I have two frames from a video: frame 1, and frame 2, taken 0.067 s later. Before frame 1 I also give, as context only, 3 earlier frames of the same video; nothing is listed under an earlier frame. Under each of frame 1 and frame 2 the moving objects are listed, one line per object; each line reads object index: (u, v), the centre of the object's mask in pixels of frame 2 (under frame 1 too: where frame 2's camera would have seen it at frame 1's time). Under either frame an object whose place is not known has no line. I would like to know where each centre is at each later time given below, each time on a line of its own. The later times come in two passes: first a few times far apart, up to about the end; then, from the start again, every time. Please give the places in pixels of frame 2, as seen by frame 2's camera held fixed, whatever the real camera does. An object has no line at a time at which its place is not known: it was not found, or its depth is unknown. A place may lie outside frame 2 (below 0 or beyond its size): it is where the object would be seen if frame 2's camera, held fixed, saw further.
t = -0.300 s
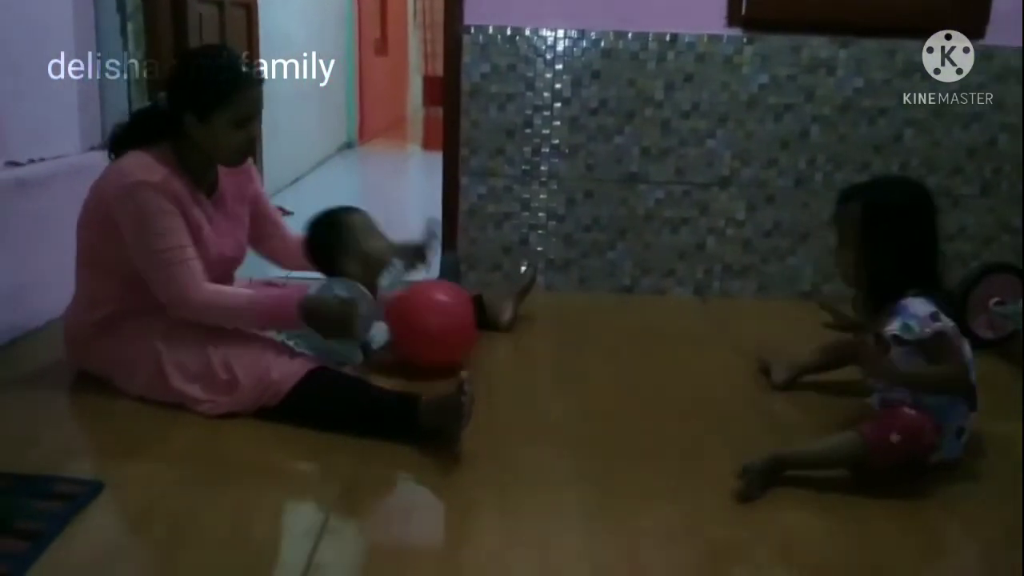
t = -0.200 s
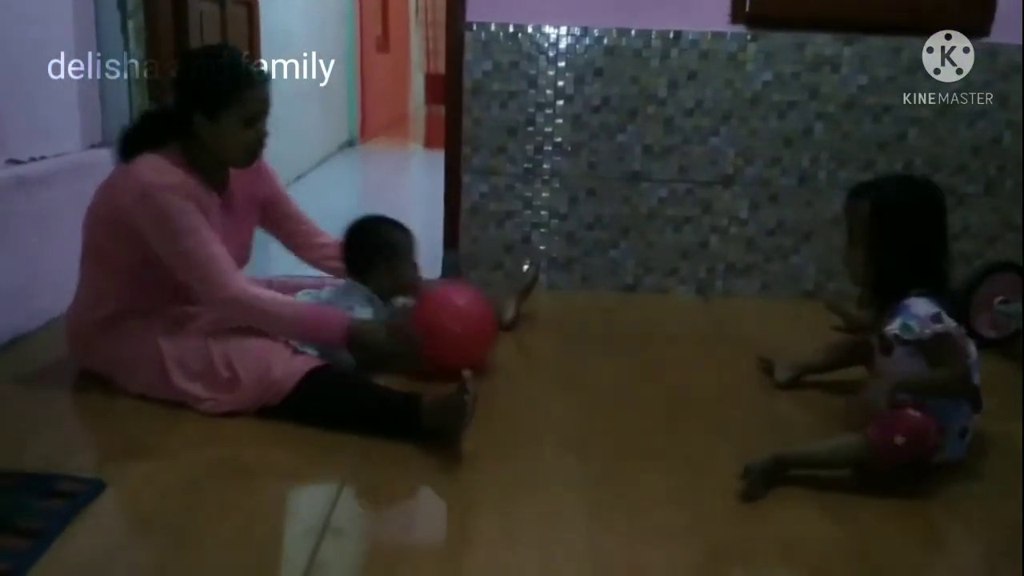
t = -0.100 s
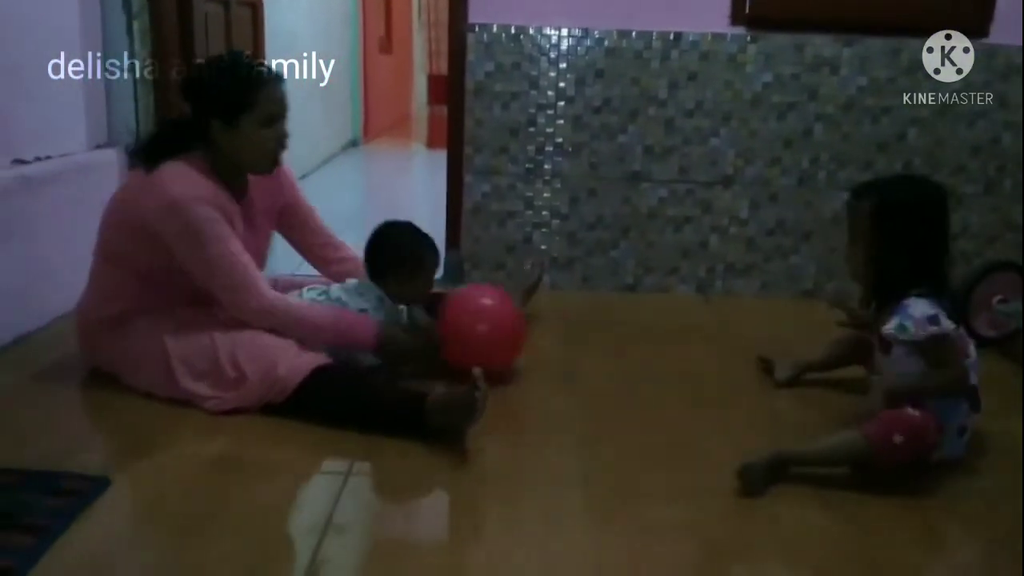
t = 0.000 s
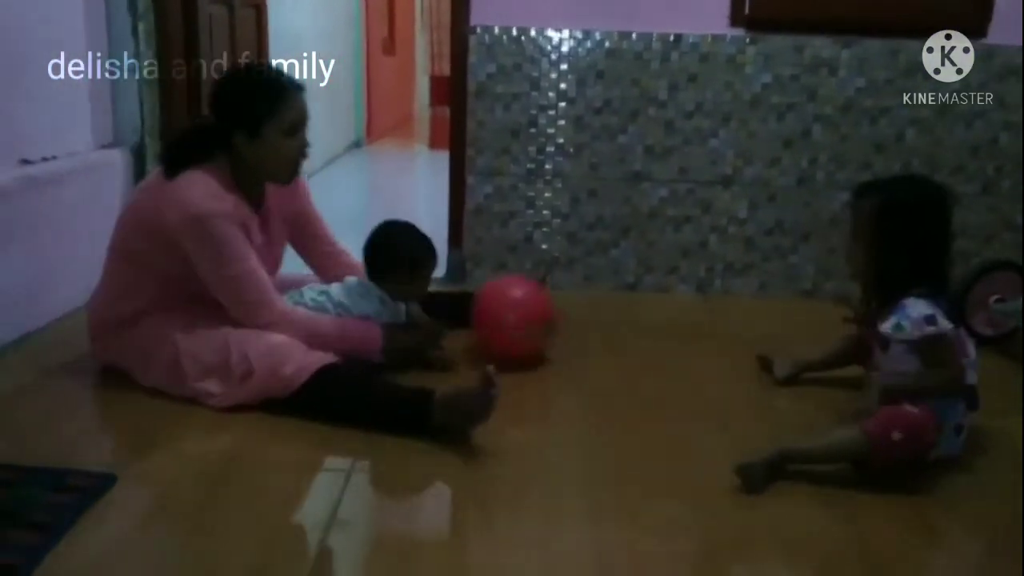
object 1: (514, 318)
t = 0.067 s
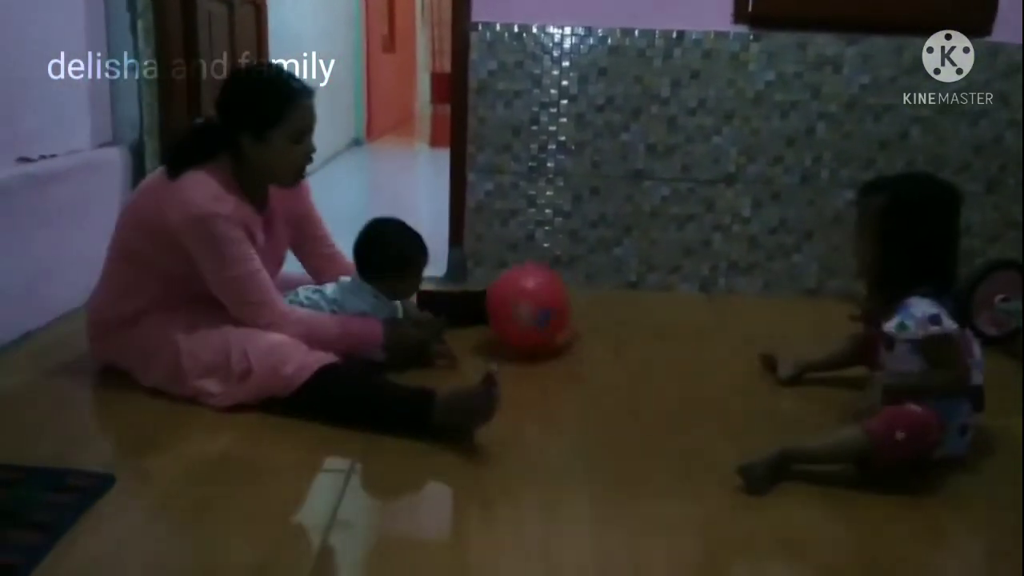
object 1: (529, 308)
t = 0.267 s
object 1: (553, 291)
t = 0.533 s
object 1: (583, 301)
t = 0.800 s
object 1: (591, 306)
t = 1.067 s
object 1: (577, 310)
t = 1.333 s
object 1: (573, 313)
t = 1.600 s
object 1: (580, 316)
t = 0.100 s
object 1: (533, 302)
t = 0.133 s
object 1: (536, 300)
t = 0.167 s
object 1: (540, 297)
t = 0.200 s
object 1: (547, 299)
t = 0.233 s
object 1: (550, 294)
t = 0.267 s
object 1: (553, 291)
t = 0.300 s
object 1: (555, 292)
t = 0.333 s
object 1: (557, 295)
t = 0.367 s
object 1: (561, 298)
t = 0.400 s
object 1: (566, 299)
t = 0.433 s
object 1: (570, 298)
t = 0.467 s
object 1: (574, 299)
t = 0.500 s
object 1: (579, 299)
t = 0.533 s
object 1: (583, 301)
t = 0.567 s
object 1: (587, 301)
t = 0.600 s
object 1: (592, 301)
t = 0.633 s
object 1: (594, 301)
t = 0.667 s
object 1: (596, 300)
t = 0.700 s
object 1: (596, 301)
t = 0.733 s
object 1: (595, 302)
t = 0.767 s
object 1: (593, 305)
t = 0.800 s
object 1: (591, 306)
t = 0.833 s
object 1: (588, 307)
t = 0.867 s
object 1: (585, 307)
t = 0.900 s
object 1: (584, 307)
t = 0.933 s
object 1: (582, 309)
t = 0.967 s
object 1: (581, 308)
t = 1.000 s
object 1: (579, 309)
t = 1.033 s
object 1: (578, 310)
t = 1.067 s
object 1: (577, 310)
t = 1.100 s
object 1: (576, 311)
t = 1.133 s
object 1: (574, 311)
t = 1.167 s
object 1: (573, 312)
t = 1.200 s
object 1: (572, 312)
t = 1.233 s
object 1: (572, 313)
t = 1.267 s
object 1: (572, 313)
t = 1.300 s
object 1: (572, 313)
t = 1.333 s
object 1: (573, 313)
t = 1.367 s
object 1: (573, 314)
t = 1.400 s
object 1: (573, 314)
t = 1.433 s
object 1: (574, 314)
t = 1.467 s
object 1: (575, 315)
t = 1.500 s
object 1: (576, 315)
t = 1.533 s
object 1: (577, 316)
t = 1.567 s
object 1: (579, 316)
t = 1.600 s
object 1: (580, 316)
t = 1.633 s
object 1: (581, 317)
